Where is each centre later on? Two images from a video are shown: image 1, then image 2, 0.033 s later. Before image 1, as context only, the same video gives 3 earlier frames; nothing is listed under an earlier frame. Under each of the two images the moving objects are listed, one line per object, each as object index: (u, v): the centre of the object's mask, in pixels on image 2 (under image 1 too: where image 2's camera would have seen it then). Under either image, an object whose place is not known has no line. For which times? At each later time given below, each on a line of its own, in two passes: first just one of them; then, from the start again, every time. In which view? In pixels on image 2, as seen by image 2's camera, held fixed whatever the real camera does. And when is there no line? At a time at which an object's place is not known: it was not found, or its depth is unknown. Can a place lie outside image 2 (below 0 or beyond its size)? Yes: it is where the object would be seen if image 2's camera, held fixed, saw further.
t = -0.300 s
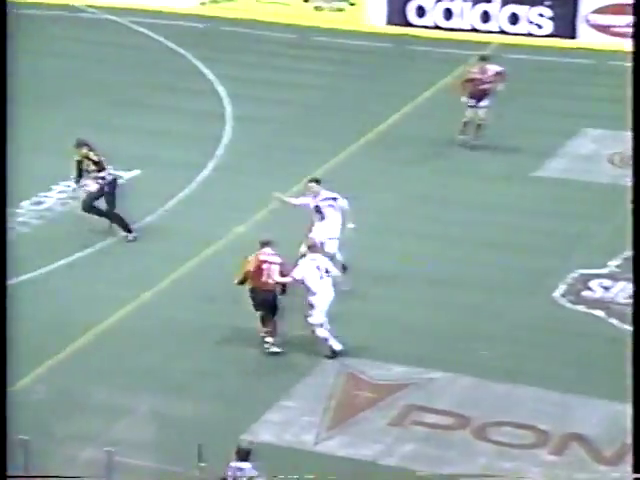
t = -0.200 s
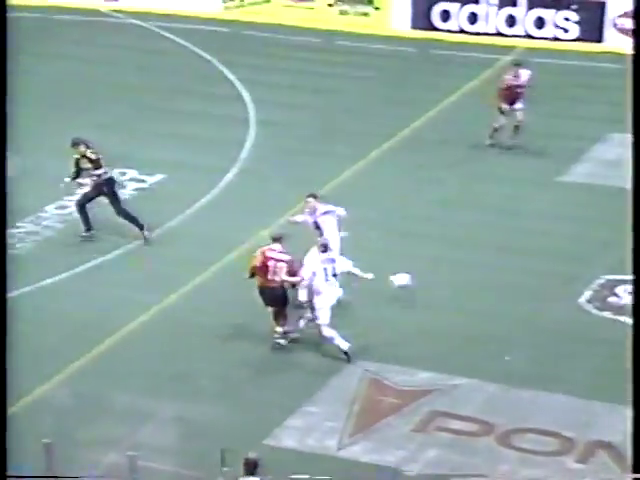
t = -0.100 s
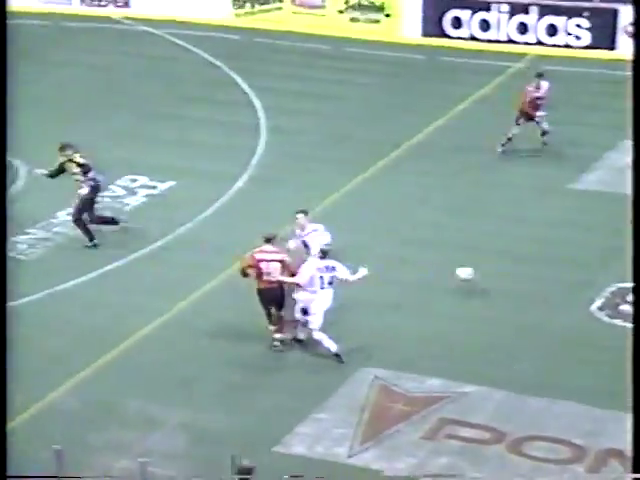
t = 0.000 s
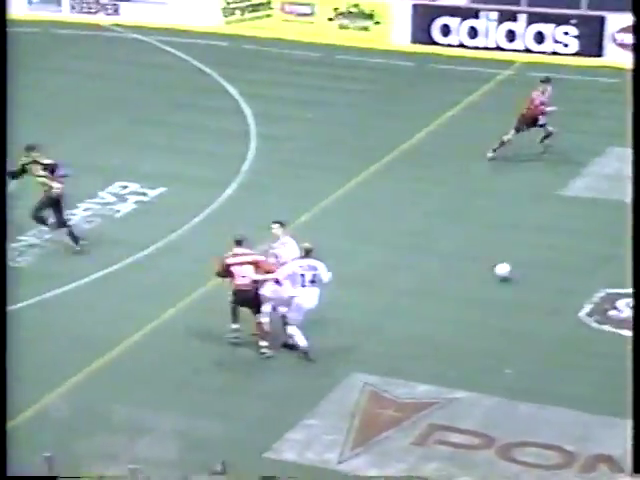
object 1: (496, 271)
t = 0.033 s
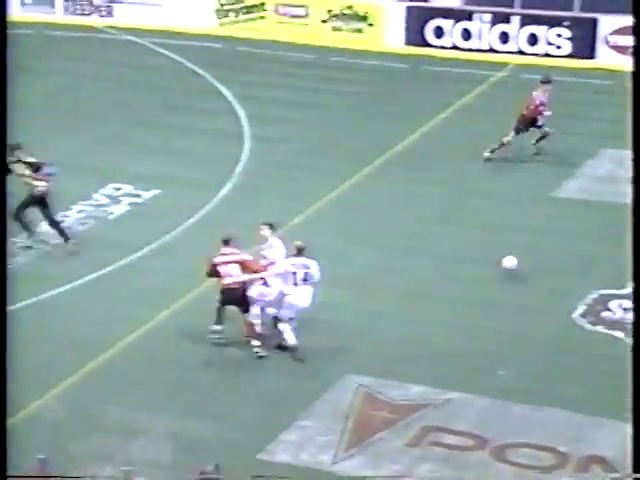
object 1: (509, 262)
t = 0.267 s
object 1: (598, 228)
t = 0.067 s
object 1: (522, 254)
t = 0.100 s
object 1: (536, 247)
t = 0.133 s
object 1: (549, 241)
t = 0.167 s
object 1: (561, 237)
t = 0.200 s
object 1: (574, 233)
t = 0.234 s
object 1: (586, 229)
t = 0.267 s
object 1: (598, 228)
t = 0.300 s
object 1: (610, 226)
